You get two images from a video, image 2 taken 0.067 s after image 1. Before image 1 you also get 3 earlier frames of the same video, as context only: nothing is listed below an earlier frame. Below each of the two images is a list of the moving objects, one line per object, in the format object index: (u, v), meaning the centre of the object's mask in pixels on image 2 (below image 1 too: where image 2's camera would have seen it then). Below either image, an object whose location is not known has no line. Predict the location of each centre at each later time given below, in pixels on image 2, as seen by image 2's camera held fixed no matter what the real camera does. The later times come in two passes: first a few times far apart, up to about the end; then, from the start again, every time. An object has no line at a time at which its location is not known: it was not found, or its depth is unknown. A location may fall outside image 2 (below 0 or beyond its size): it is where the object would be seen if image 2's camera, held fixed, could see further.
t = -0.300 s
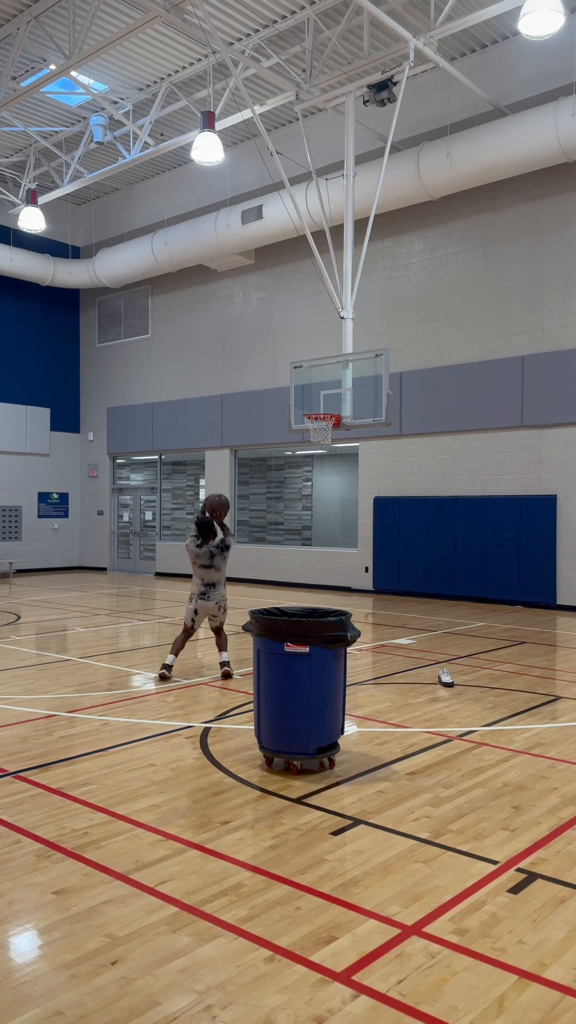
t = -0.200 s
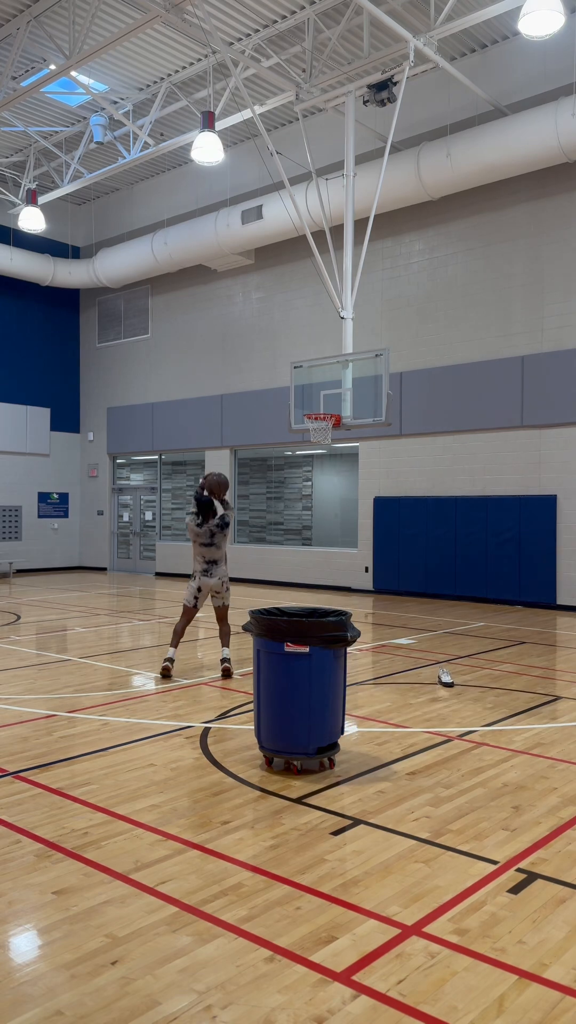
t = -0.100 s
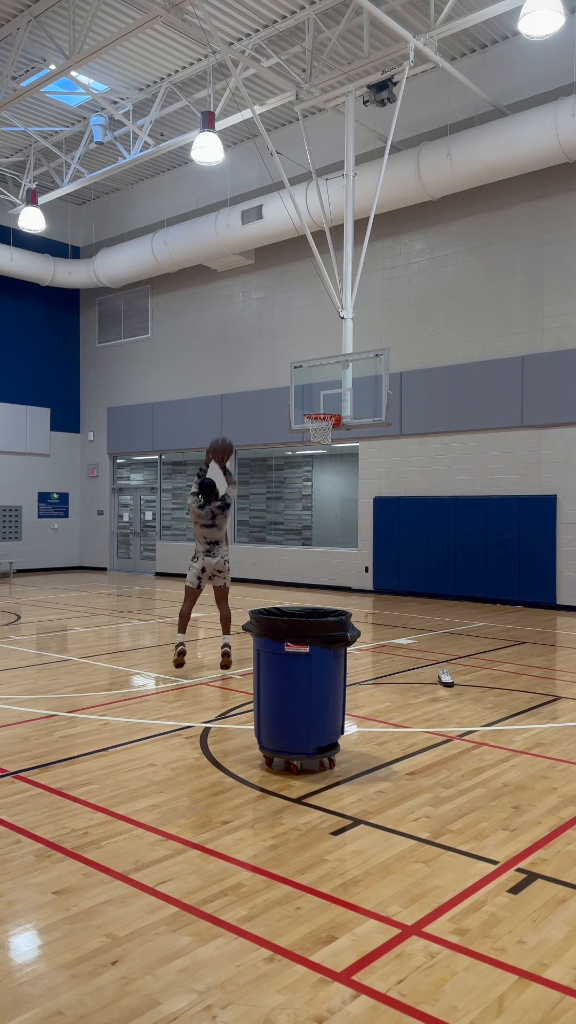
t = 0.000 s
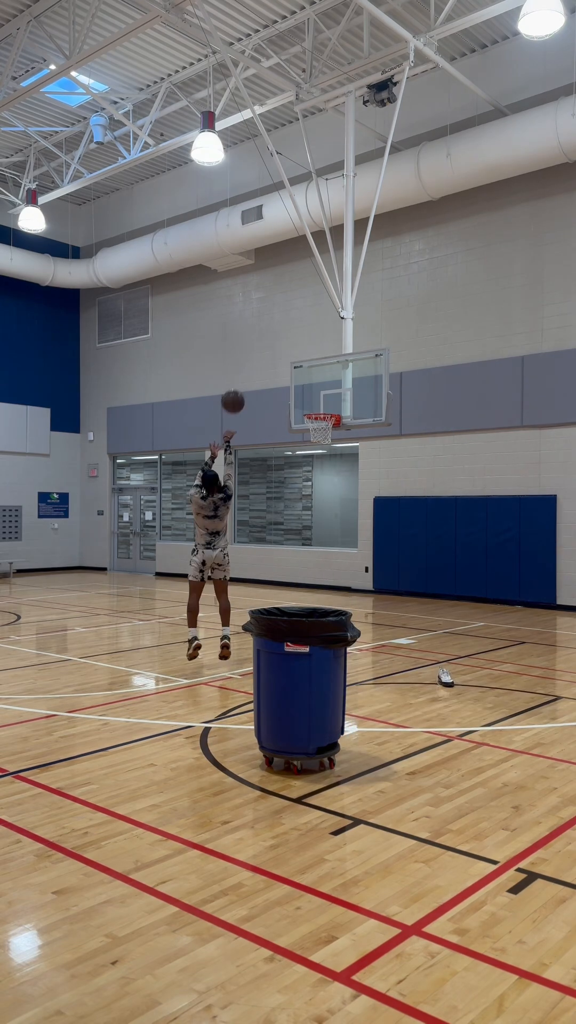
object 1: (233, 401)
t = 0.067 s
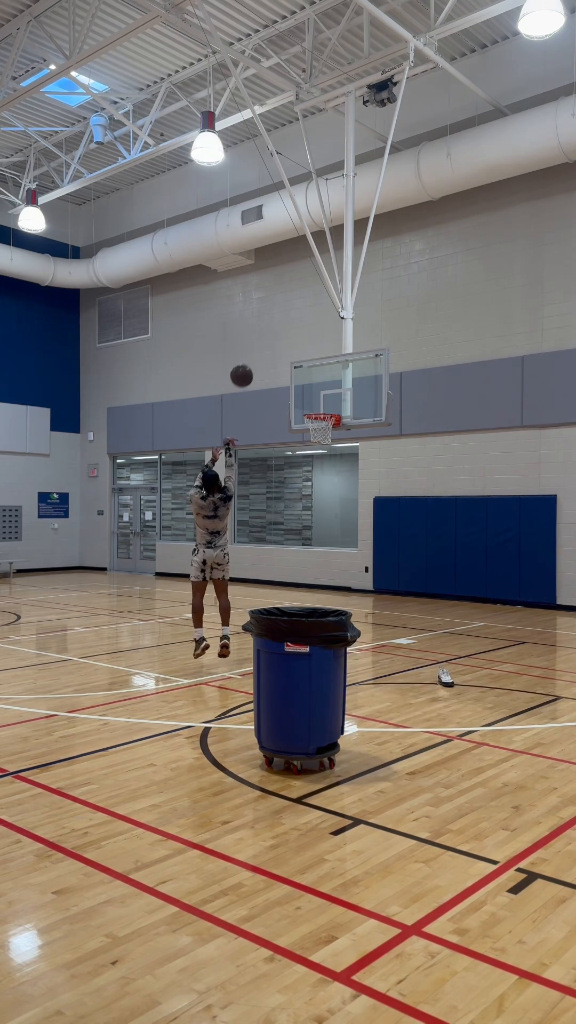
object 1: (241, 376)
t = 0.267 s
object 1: (265, 330)
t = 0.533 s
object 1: (290, 328)
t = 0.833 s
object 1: (312, 384)
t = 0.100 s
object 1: (246, 365)
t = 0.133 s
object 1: (250, 356)
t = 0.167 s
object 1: (254, 348)
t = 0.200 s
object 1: (257, 341)
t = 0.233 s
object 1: (261, 335)
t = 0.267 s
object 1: (265, 330)
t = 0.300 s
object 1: (268, 327)
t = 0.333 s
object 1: (272, 324)
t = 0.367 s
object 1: (275, 323)
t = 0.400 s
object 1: (278, 322)
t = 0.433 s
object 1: (281, 322)
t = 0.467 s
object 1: (284, 324)
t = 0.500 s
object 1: (287, 326)
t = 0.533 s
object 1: (290, 328)
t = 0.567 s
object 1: (293, 332)
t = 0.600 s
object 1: (295, 336)
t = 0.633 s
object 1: (298, 341)
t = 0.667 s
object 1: (301, 346)
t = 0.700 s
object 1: (303, 353)
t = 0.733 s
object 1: (306, 360)
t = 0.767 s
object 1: (308, 367)
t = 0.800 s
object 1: (310, 375)
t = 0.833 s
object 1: (312, 384)
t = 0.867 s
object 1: (314, 393)
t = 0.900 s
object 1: (317, 402)
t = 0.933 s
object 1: (319, 409)
